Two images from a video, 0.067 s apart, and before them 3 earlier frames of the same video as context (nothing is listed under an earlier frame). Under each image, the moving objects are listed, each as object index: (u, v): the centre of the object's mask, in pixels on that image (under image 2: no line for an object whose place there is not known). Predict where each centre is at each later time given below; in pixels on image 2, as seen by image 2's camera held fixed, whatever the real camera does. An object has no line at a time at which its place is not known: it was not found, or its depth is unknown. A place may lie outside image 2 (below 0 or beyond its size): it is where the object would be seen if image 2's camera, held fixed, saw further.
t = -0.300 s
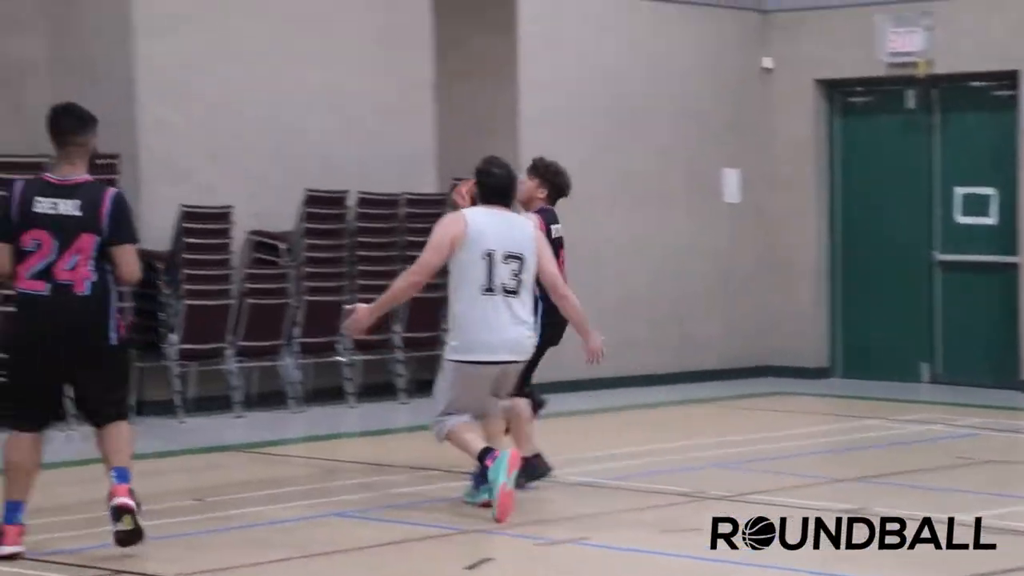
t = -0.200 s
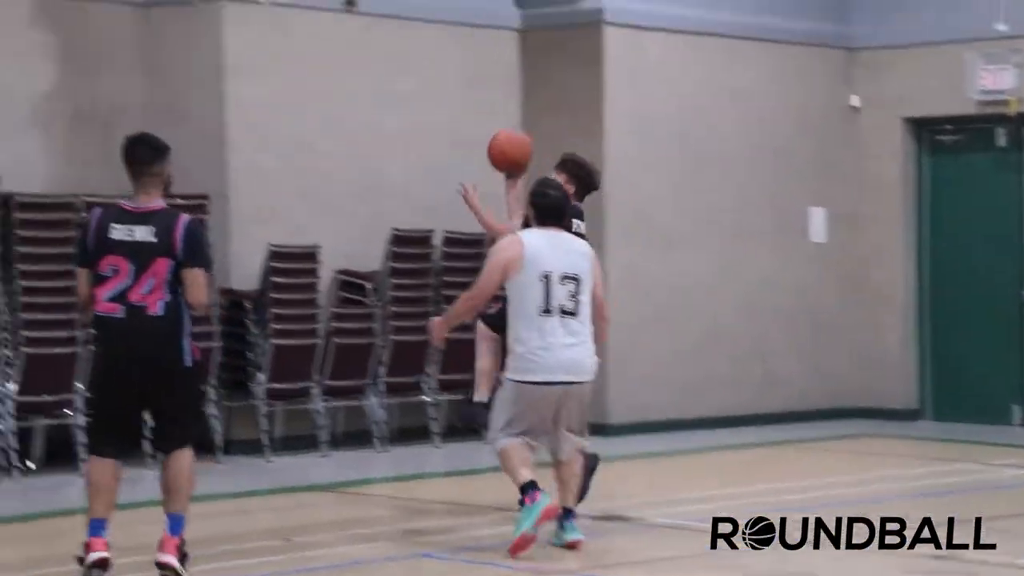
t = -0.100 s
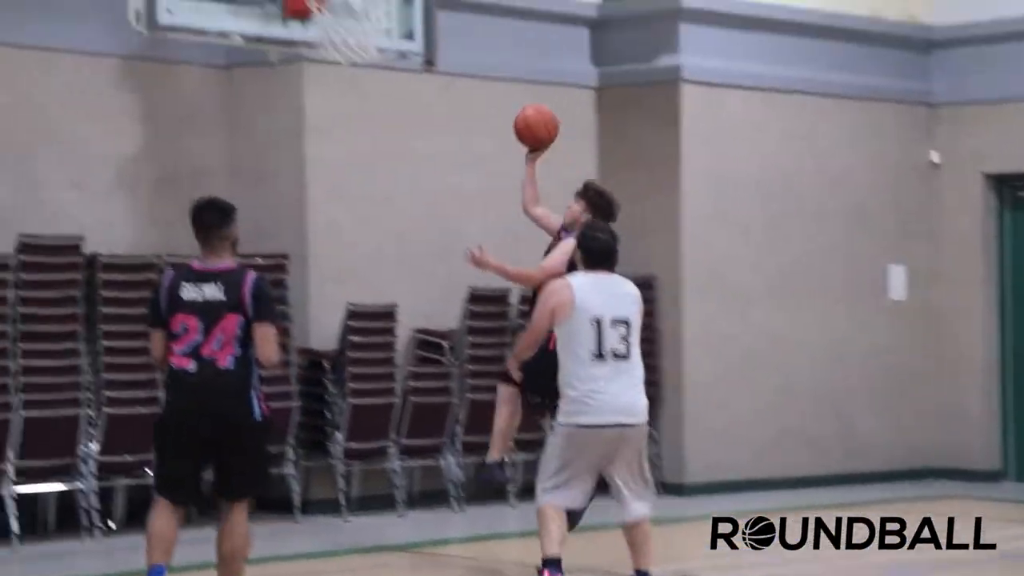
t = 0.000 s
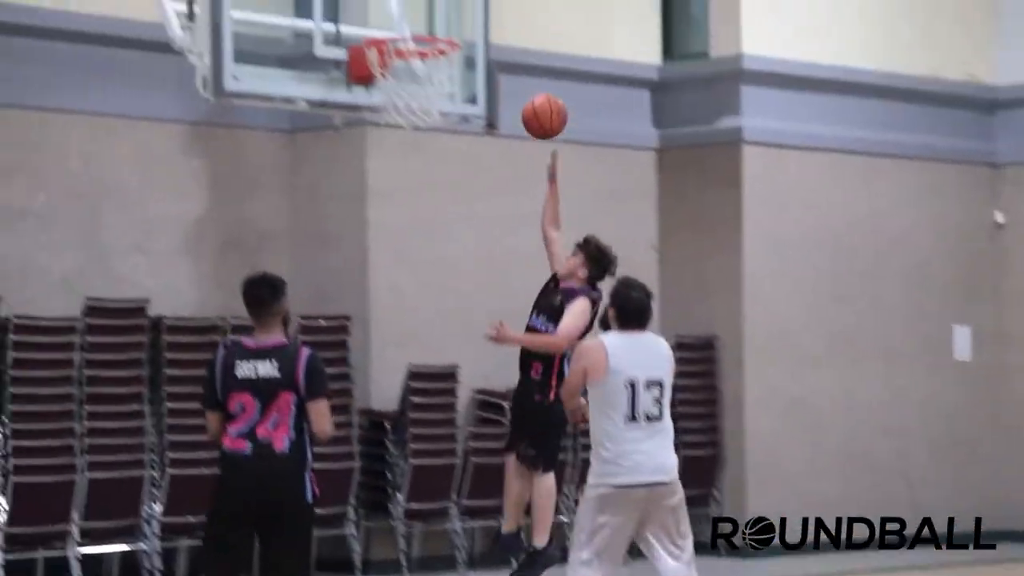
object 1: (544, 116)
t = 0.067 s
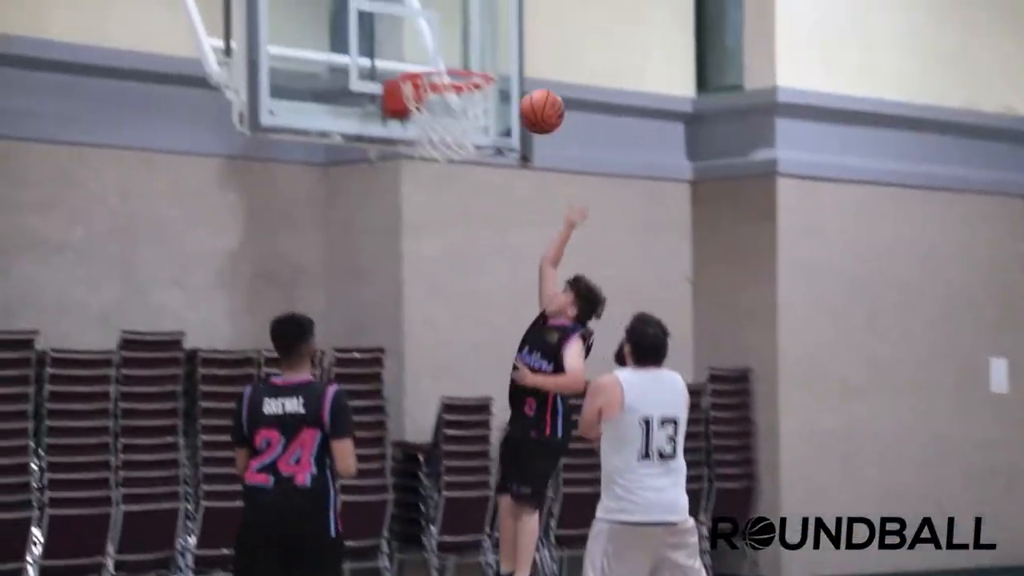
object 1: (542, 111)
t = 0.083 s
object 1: (533, 103)
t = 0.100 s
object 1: (523, 95)
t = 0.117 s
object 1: (514, 88)
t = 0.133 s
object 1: (507, 81)
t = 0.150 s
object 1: (500, 72)
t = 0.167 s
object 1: (489, 64)
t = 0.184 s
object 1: (479, 58)
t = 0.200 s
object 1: (469, 56)
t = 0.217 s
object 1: (465, 53)
